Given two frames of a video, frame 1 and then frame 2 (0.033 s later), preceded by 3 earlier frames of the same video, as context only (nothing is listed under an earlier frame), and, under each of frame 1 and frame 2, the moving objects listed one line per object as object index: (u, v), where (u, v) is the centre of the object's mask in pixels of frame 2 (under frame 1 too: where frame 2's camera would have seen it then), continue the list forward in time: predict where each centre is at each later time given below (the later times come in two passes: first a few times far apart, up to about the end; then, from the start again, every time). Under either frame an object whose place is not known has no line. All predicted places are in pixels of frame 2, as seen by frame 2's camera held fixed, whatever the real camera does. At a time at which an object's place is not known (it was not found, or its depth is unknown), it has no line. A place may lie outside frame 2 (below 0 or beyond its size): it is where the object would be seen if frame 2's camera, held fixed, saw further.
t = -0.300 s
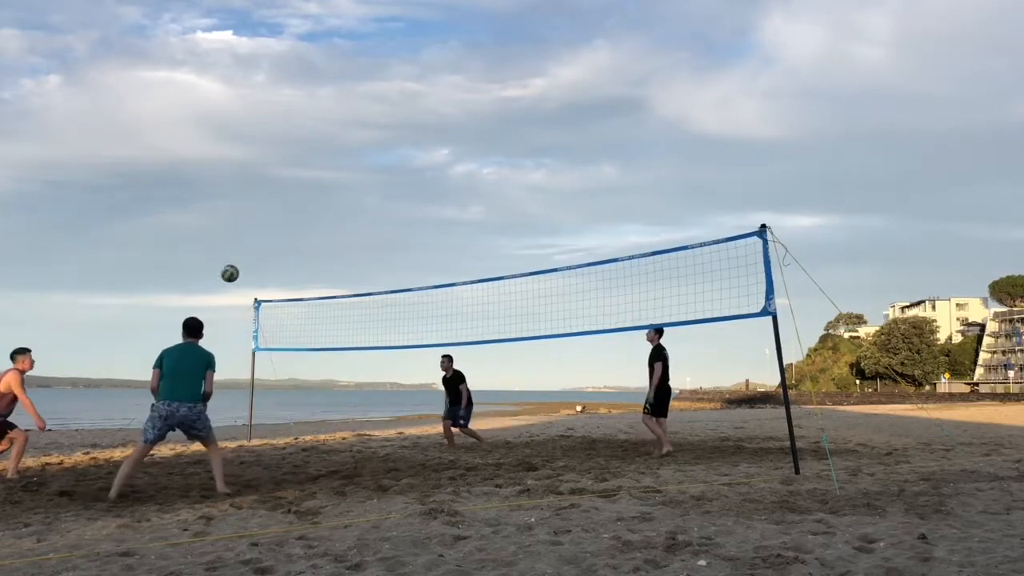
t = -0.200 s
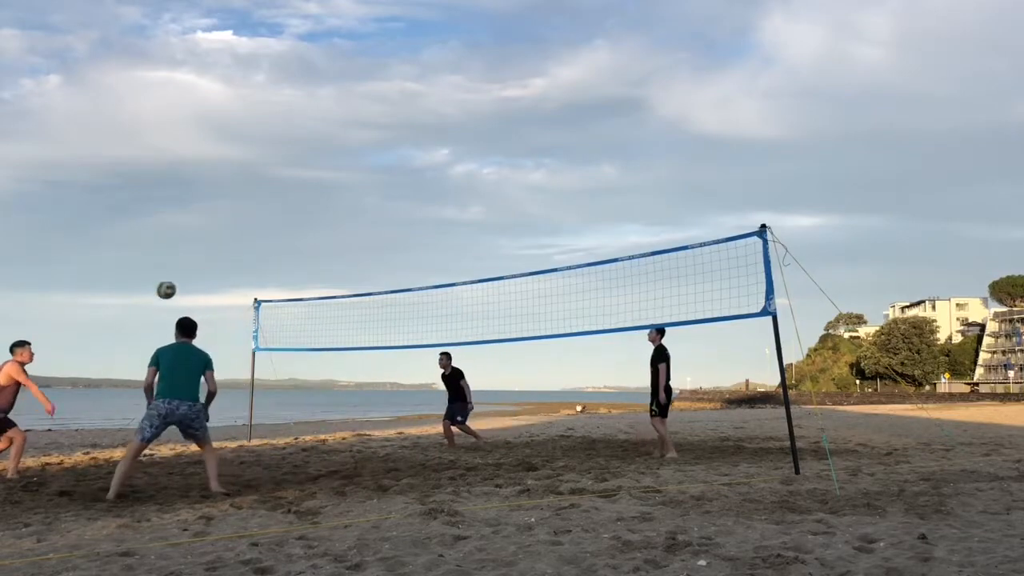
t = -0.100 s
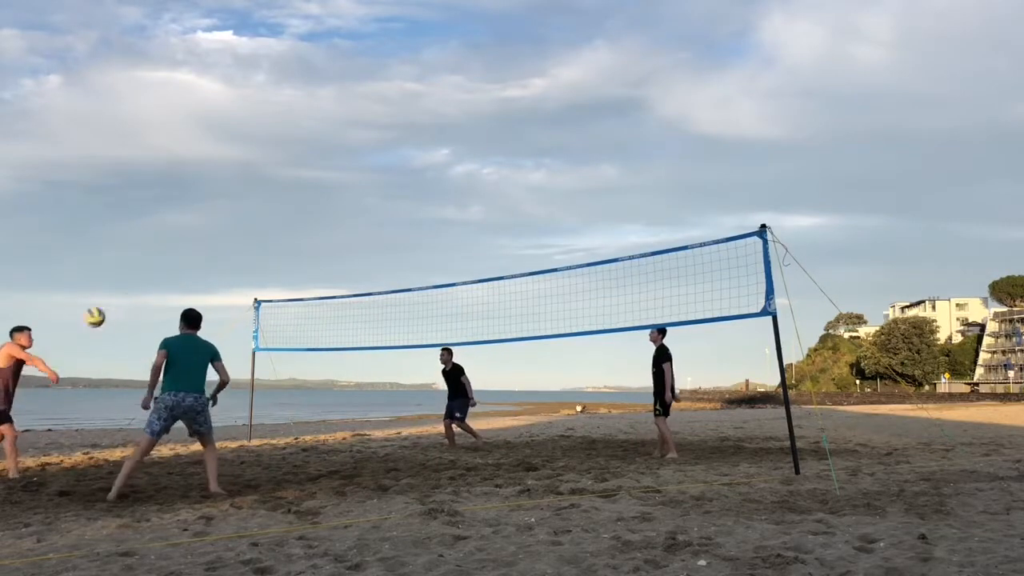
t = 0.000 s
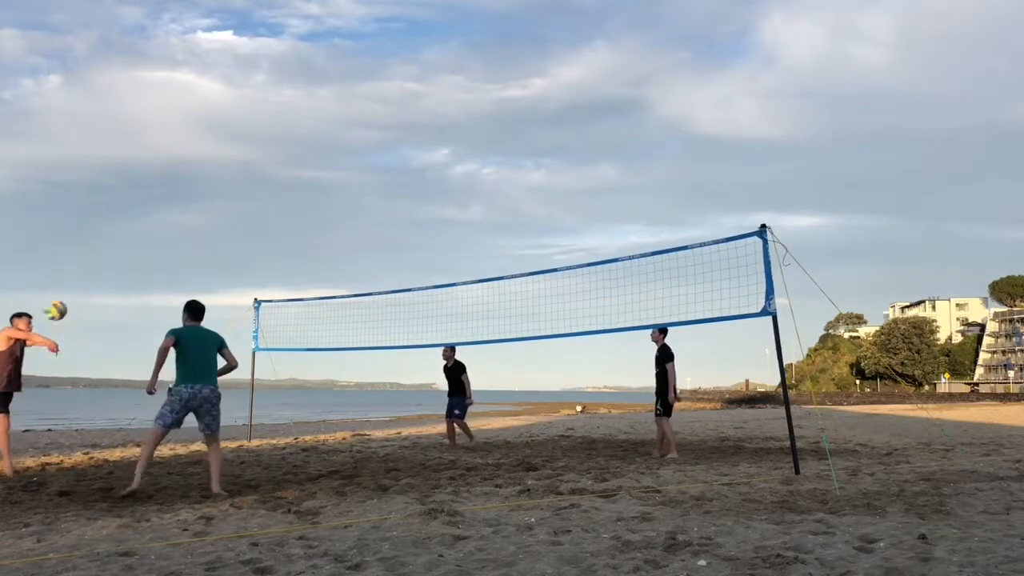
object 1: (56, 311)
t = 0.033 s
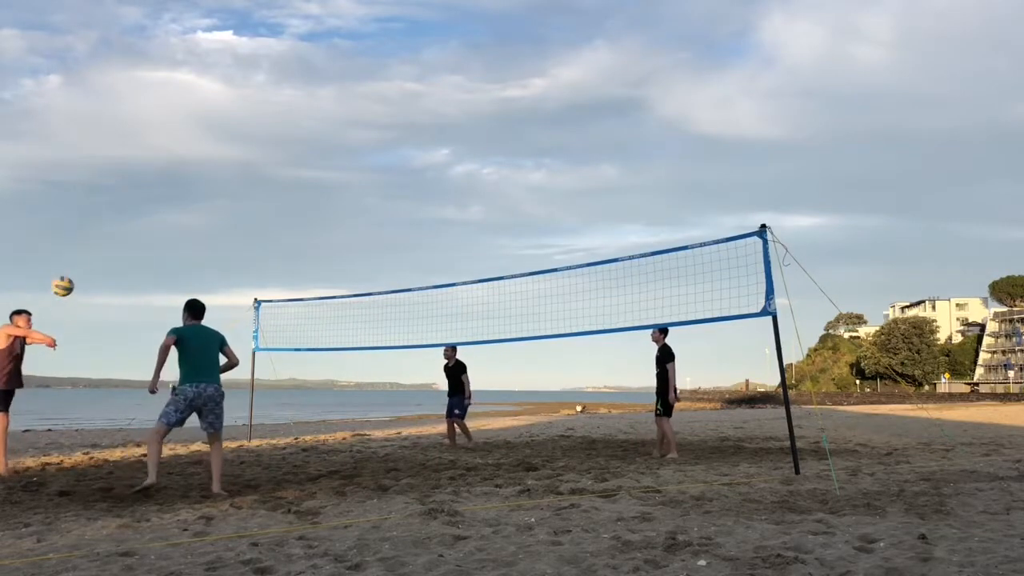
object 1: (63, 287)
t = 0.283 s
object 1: (112, 143)
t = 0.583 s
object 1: (164, 53)
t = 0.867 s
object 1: (206, 40)
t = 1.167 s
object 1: (248, 101)
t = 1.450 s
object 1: (284, 228)
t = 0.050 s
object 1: (66, 275)
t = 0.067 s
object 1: (70, 263)
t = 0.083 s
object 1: (73, 252)
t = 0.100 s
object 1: (76, 242)
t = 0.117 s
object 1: (80, 231)
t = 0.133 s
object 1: (83, 221)
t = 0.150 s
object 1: (86, 211)
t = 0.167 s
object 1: (89, 201)
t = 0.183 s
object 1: (93, 192)
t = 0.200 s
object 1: (96, 183)
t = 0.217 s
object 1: (99, 175)
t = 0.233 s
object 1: (102, 167)
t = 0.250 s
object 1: (105, 159)
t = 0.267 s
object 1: (109, 151)
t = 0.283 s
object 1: (112, 143)
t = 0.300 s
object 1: (115, 136)
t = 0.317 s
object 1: (118, 129)
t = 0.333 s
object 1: (121, 123)
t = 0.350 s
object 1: (124, 116)
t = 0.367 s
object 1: (127, 110)
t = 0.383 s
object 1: (130, 104)
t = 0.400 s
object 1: (133, 98)
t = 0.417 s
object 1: (136, 93)
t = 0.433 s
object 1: (139, 88)
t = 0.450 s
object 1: (142, 83)
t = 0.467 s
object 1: (145, 78)
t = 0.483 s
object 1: (147, 74)
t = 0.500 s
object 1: (150, 70)
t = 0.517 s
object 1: (153, 66)
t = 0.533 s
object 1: (156, 63)
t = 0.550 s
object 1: (158, 59)
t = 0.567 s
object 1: (161, 56)
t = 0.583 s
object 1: (164, 53)
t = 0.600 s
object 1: (167, 50)
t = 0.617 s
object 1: (169, 48)
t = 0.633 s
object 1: (172, 46)
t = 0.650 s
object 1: (175, 44)
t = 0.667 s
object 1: (177, 42)
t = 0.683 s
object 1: (180, 41)
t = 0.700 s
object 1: (182, 39)
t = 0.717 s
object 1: (184, 38)
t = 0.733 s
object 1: (187, 38)
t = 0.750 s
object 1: (189, 37)
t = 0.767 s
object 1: (192, 37)
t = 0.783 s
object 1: (194, 37)
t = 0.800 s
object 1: (196, 37)
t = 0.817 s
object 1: (199, 37)
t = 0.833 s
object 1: (201, 38)
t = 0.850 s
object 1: (204, 39)
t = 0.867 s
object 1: (206, 40)
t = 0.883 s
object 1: (209, 42)
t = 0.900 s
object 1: (211, 43)
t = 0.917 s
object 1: (213, 45)
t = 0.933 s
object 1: (216, 47)
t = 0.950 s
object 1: (218, 49)
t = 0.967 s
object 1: (220, 52)
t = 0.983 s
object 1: (223, 54)
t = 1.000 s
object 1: (225, 57)
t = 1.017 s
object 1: (227, 61)
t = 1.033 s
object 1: (230, 64)
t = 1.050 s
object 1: (232, 68)
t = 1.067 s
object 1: (234, 72)
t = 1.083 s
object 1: (236, 76)
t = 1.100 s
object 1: (239, 81)
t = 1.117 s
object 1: (241, 85)
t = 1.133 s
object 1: (243, 90)
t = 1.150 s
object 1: (245, 95)
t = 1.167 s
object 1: (248, 101)
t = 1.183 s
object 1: (250, 106)
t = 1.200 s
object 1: (252, 112)
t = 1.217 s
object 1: (254, 118)
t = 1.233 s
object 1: (256, 124)
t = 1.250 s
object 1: (259, 131)
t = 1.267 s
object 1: (261, 138)
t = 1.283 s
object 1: (263, 145)
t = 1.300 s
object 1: (265, 152)
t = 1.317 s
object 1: (267, 160)
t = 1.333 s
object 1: (269, 168)
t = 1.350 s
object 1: (272, 176)
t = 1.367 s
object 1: (274, 184)
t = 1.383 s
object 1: (276, 193)
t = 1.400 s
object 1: (278, 201)
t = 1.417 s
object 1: (280, 210)
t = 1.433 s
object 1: (282, 219)
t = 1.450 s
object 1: (284, 228)
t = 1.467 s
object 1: (286, 238)
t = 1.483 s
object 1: (288, 248)
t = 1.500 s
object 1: (290, 258)
